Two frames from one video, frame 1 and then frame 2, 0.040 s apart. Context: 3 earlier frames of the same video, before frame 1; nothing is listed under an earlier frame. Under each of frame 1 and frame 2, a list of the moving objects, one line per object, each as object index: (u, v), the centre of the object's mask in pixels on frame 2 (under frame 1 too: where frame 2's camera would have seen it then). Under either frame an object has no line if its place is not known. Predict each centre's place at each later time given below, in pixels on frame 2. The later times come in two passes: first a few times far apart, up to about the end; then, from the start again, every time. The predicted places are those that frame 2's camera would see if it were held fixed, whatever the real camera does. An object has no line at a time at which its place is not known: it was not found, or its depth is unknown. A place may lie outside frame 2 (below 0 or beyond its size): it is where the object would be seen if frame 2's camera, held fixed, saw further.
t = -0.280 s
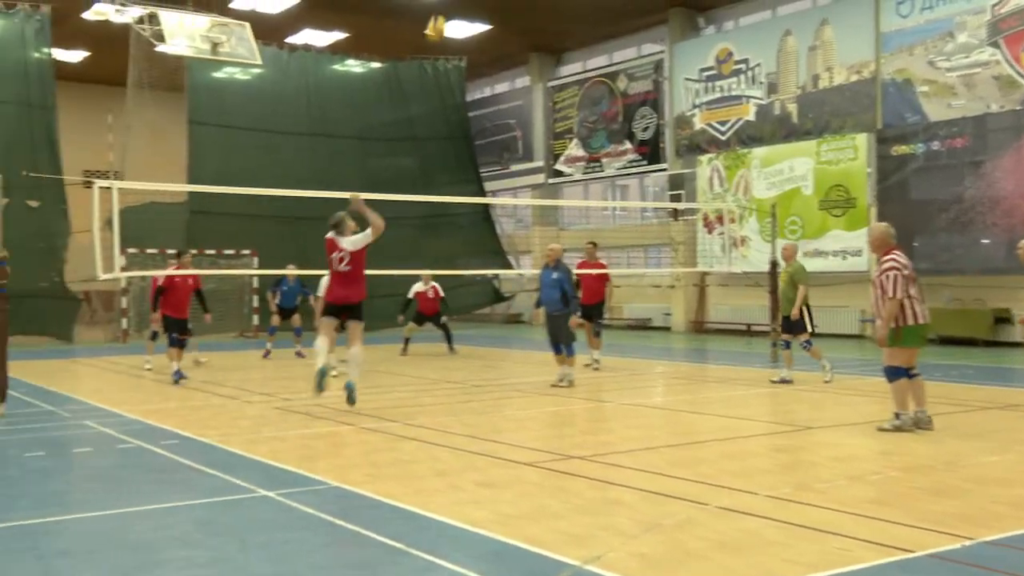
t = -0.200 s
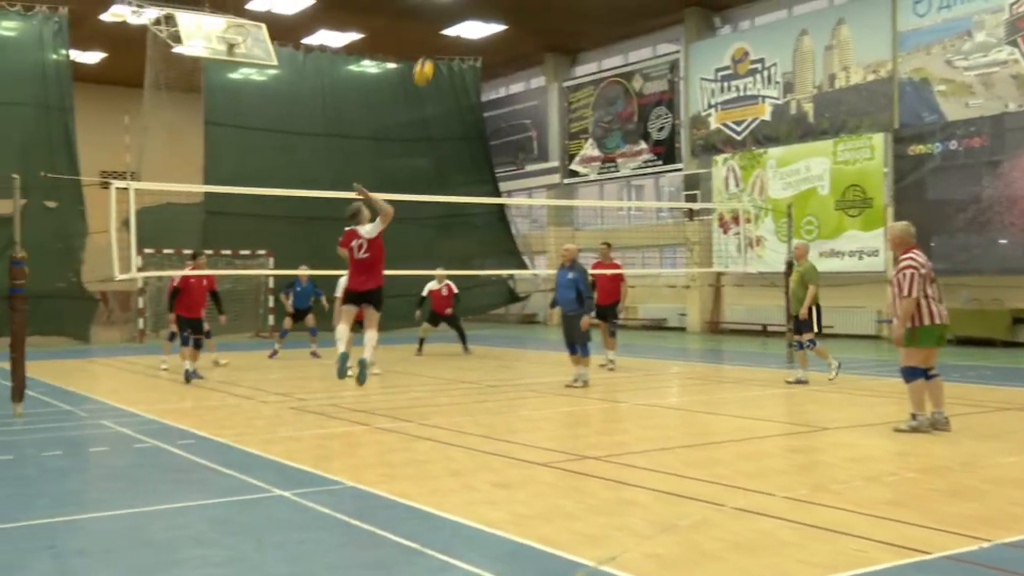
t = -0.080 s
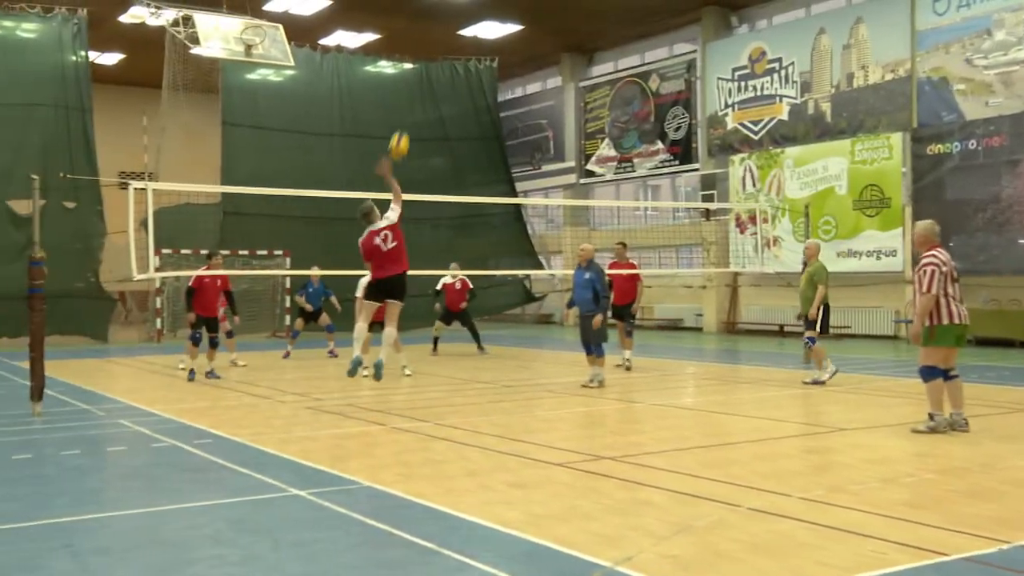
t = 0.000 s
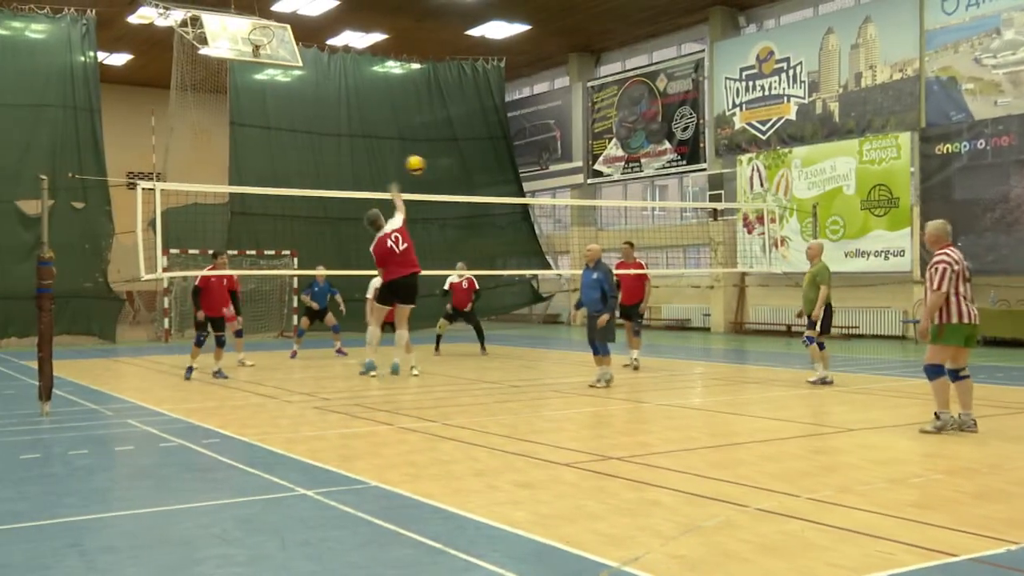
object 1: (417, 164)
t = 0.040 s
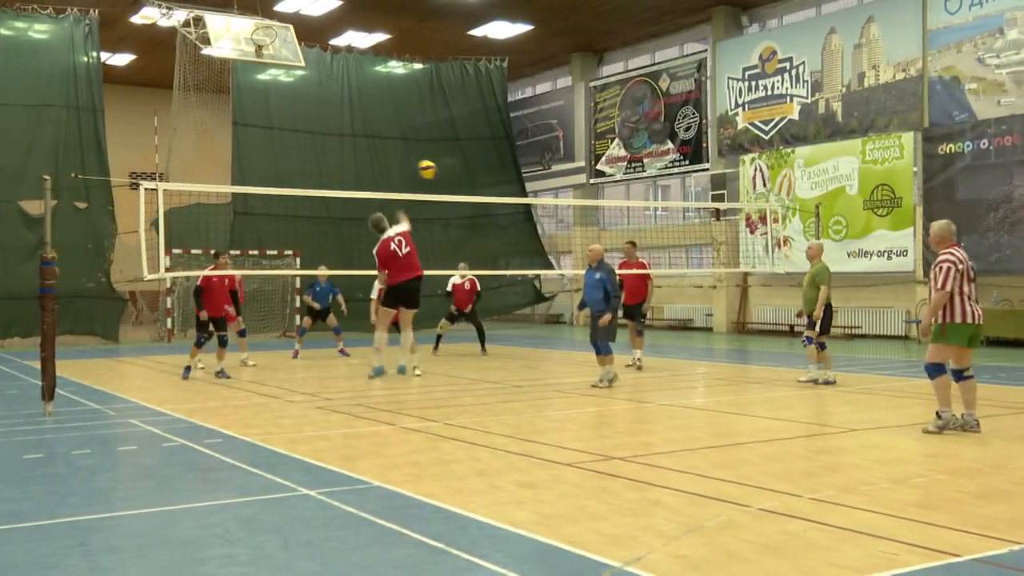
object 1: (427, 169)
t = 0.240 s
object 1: (463, 208)
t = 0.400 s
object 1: (481, 247)
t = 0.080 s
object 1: (435, 175)
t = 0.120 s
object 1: (442, 182)
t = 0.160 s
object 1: (450, 188)
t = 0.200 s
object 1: (456, 197)
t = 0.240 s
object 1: (463, 208)
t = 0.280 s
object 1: (468, 217)
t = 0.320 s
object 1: (473, 226)
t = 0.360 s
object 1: (477, 237)
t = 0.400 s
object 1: (481, 247)
